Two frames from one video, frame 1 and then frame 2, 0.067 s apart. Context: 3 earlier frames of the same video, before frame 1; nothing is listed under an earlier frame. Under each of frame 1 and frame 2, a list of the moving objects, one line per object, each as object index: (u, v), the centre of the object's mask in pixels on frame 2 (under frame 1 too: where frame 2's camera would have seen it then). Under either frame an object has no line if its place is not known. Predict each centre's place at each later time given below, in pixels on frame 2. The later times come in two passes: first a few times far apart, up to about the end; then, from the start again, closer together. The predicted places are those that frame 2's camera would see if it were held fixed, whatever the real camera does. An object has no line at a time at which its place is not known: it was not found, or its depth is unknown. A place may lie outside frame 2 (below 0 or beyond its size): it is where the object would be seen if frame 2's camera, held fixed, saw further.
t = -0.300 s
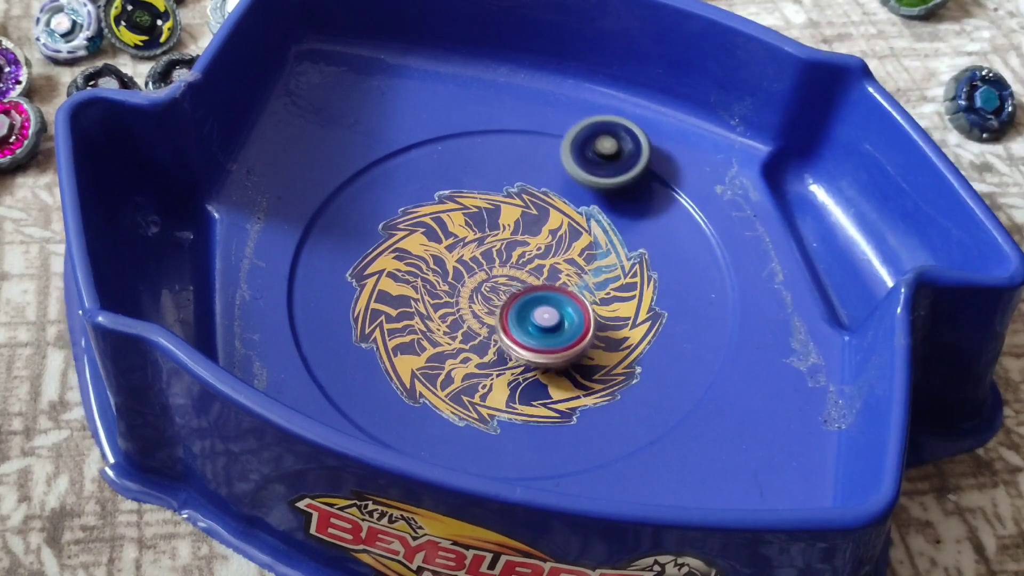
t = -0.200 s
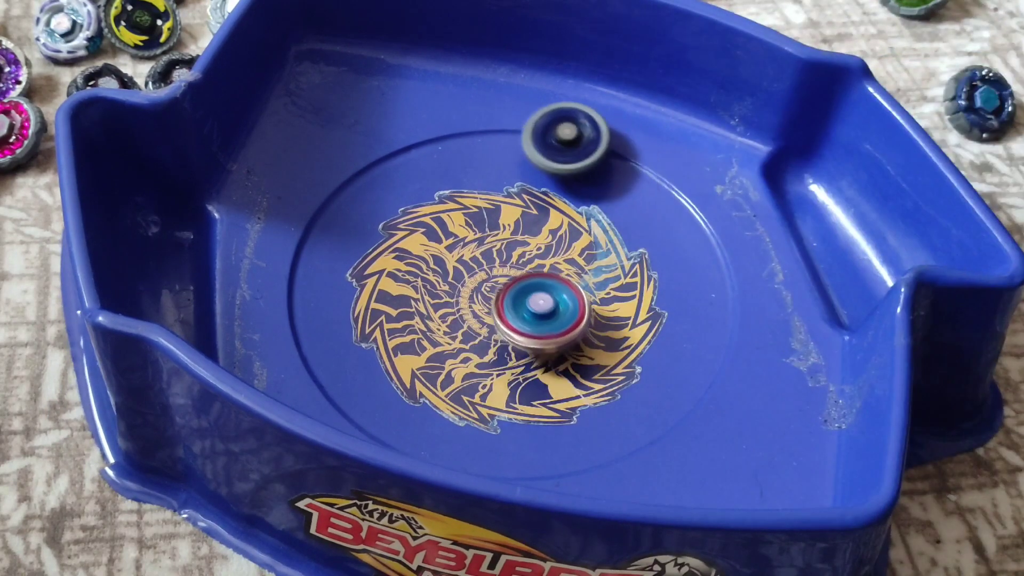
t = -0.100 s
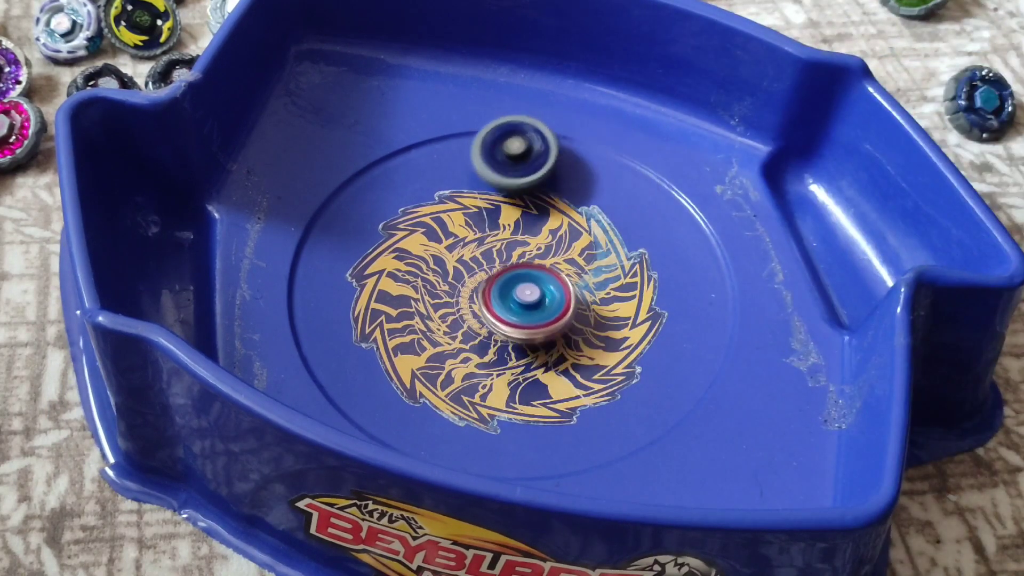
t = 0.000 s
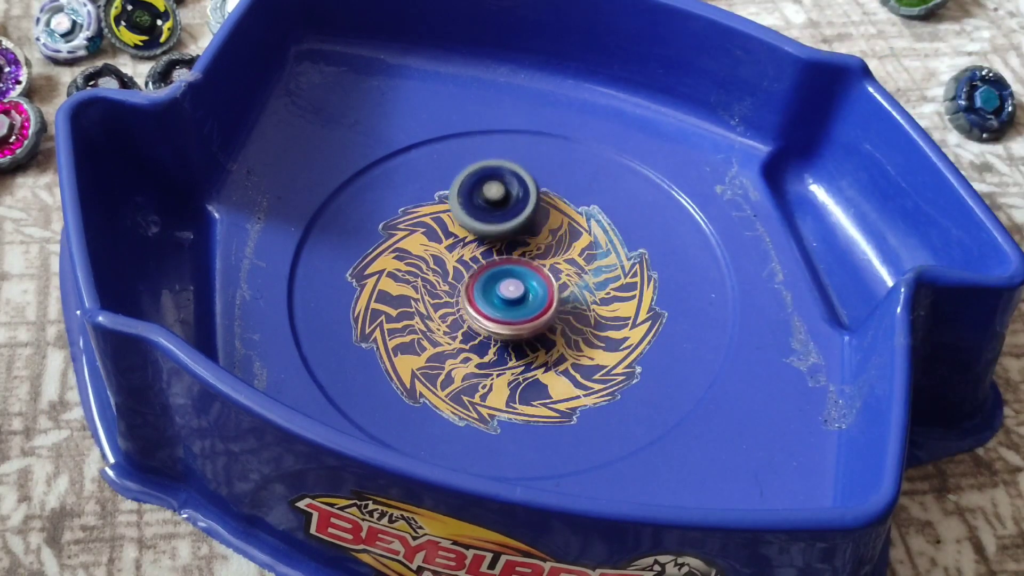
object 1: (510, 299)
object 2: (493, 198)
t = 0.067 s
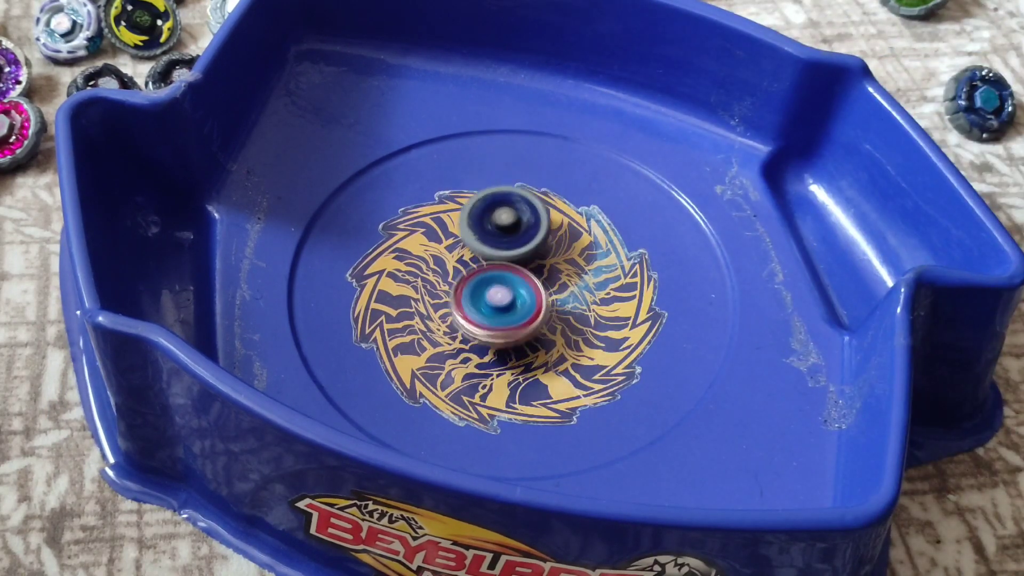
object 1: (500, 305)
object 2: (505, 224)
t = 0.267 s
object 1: (491, 337)
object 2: (573, 232)
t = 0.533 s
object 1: (503, 331)
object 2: (605, 197)
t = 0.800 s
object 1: (498, 305)
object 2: (562, 228)
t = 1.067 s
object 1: (468, 288)
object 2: (609, 283)
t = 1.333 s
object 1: (457, 286)
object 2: (632, 263)
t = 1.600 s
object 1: (466, 283)
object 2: (566, 295)
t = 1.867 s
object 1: (456, 285)
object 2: (627, 323)
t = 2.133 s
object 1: (480, 274)
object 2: (587, 305)
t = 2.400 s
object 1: (395, 220)
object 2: (699, 370)
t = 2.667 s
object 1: (411, 275)
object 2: (631, 286)
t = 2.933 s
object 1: (263, 198)
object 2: (810, 354)
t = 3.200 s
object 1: (363, 344)
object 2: (575, 315)
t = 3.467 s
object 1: (303, 367)
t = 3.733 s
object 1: (440, 316)
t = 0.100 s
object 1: (493, 317)
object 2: (517, 223)
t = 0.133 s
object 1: (490, 326)
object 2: (530, 225)
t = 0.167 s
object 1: (489, 333)
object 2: (542, 229)
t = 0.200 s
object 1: (489, 335)
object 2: (553, 233)
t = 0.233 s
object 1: (490, 336)
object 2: (563, 233)
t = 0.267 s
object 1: (491, 337)
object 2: (573, 232)
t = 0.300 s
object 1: (492, 338)
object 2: (583, 230)
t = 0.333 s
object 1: (494, 337)
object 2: (593, 226)
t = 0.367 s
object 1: (494, 337)
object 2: (600, 221)
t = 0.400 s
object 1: (496, 337)
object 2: (606, 216)
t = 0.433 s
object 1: (498, 336)
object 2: (608, 211)
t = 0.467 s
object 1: (499, 335)
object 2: (609, 205)
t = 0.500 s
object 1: (501, 333)
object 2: (608, 200)
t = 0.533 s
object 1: (503, 331)
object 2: (605, 197)
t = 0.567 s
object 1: (504, 329)
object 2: (601, 197)
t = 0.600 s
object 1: (505, 326)
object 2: (595, 196)
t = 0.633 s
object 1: (505, 322)
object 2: (589, 196)
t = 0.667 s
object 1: (504, 318)
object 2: (582, 198)
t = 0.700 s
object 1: (504, 315)
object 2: (576, 203)
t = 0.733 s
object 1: (502, 311)
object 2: (570, 210)
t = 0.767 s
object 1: (500, 307)
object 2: (564, 219)
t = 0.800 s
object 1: (498, 305)
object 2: (562, 228)
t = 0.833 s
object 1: (495, 302)
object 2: (562, 238)
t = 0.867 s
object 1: (489, 299)
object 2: (565, 248)
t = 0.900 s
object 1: (485, 296)
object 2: (570, 258)
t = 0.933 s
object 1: (480, 294)
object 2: (575, 266)
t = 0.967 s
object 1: (477, 293)
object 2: (582, 273)
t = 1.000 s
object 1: (474, 291)
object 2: (590, 277)
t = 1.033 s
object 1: (472, 290)
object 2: (600, 281)
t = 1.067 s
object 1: (468, 288)
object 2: (609, 283)
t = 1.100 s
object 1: (466, 287)
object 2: (618, 285)
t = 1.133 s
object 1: (464, 286)
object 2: (626, 284)
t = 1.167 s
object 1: (461, 286)
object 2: (633, 282)
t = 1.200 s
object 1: (459, 286)
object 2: (638, 279)
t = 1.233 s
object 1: (457, 286)
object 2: (641, 276)
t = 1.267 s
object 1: (455, 286)
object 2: (642, 273)
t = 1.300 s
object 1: (455, 286)
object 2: (641, 269)
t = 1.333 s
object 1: (457, 286)
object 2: (632, 263)
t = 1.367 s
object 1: (459, 287)
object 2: (625, 262)
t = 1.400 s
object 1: (460, 286)
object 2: (617, 262)
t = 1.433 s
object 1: (462, 286)
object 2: (608, 264)
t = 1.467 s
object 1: (463, 286)
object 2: (598, 267)
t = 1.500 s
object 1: (463, 285)
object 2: (589, 272)
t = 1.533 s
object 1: (464, 285)
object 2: (580, 279)
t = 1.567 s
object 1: (465, 284)
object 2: (573, 287)
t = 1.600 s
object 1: (466, 283)
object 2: (566, 295)
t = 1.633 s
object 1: (462, 282)
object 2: (569, 305)
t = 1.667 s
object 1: (454, 279)
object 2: (584, 317)
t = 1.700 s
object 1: (450, 278)
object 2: (594, 325)
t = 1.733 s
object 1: (449, 279)
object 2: (601, 328)
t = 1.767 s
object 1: (449, 281)
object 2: (609, 329)
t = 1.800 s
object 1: (450, 283)
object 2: (616, 328)
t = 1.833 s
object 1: (453, 284)
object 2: (622, 326)
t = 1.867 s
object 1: (456, 285)
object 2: (627, 323)
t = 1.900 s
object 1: (459, 285)
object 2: (628, 319)
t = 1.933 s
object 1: (462, 284)
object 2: (627, 316)
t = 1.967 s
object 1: (465, 284)
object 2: (625, 312)
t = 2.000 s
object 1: (468, 283)
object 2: (620, 309)
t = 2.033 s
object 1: (471, 281)
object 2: (615, 307)
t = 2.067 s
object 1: (474, 279)
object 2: (608, 307)
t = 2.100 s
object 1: (476, 277)
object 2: (598, 305)
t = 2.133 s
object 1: (480, 274)
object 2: (587, 305)
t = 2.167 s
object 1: (483, 272)
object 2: (575, 308)
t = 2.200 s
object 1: (469, 258)
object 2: (592, 327)
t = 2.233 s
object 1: (446, 238)
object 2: (622, 352)
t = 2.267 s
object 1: (429, 224)
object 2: (646, 371)
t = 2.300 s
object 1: (416, 215)
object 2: (665, 382)
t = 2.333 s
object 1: (408, 212)
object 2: (680, 385)
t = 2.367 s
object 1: (403, 215)
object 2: (692, 381)
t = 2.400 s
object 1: (395, 220)
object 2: (699, 370)
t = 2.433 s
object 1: (389, 227)
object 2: (701, 356)
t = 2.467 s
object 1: (386, 235)
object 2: (703, 343)
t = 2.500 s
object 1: (387, 244)
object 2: (700, 329)
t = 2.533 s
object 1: (390, 252)
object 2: (692, 317)
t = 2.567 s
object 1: (393, 258)
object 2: (682, 306)
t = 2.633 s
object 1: (403, 269)
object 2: (651, 291)
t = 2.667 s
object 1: (411, 275)
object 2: (631, 286)
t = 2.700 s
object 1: (420, 279)
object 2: (612, 285)
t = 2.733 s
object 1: (428, 282)
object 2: (590, 286)
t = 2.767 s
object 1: (436, 285)
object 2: (569, 289)
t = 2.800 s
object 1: (445, 286)
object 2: (548, 295)
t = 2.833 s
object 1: (397, 267)
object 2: (609, 320)
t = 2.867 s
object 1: (339, 241)
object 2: (695, 344)
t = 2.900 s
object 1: (294, 217)
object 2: (758, 348)
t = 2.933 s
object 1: (263, 198)
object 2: (810, 354)
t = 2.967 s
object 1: (241, 197)
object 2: (783, 350)
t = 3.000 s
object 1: (256, 223)
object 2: (752, 359)
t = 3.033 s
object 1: (271, 250)
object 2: (719, 363)
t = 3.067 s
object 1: (287, 274)
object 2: (687, 351)
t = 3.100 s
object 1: (305, 298)
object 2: (654, 349)
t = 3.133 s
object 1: (323, 316)
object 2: (627, 335)
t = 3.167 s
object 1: (342, 331)
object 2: (600, 324)
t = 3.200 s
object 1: (363, 344)
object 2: (575, 315)
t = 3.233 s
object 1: (386, 354)
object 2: (551, 308)
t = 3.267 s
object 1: (409, 361)
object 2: (525, 307)
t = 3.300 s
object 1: (435, 366)
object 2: (501, 309)
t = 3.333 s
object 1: (365, 394)
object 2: (563, 260)
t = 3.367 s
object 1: (332, 386)
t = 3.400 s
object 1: (321, 371)
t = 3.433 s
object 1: (304, 375)
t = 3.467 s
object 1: (303, 367)
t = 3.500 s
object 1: (310, 357)
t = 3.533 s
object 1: (327, 343)
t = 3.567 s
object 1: (350, 327)
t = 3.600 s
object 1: (375, 322)
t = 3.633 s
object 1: (400, 316)
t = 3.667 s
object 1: (426, 318)
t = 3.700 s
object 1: (449, 319)
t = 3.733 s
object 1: (440, 316)
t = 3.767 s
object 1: (355, 291)
